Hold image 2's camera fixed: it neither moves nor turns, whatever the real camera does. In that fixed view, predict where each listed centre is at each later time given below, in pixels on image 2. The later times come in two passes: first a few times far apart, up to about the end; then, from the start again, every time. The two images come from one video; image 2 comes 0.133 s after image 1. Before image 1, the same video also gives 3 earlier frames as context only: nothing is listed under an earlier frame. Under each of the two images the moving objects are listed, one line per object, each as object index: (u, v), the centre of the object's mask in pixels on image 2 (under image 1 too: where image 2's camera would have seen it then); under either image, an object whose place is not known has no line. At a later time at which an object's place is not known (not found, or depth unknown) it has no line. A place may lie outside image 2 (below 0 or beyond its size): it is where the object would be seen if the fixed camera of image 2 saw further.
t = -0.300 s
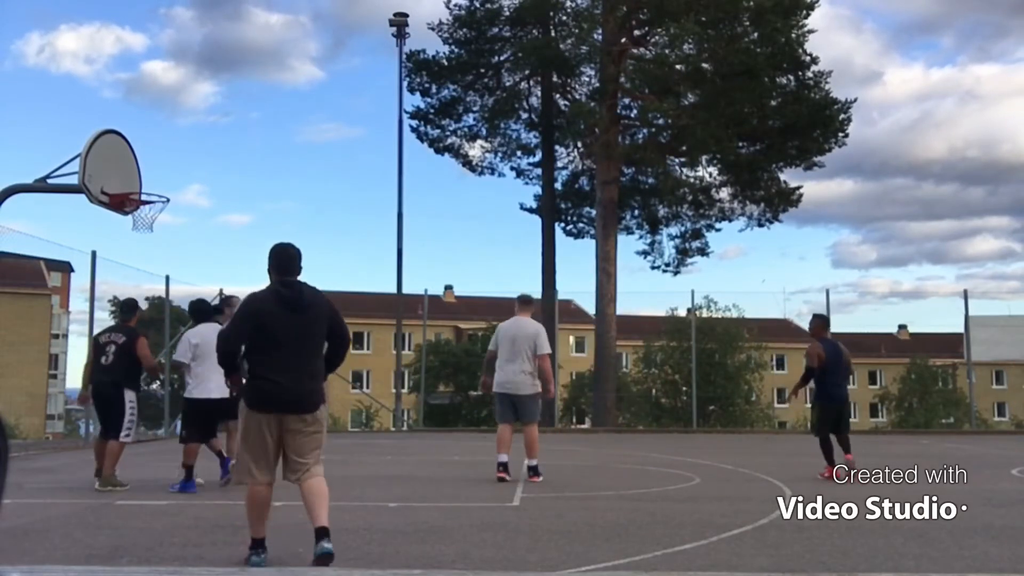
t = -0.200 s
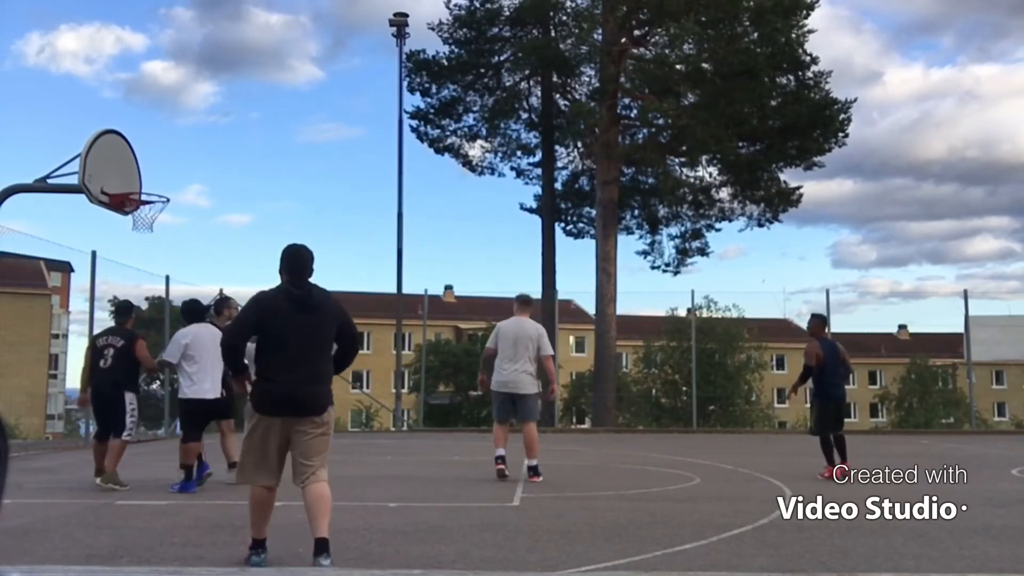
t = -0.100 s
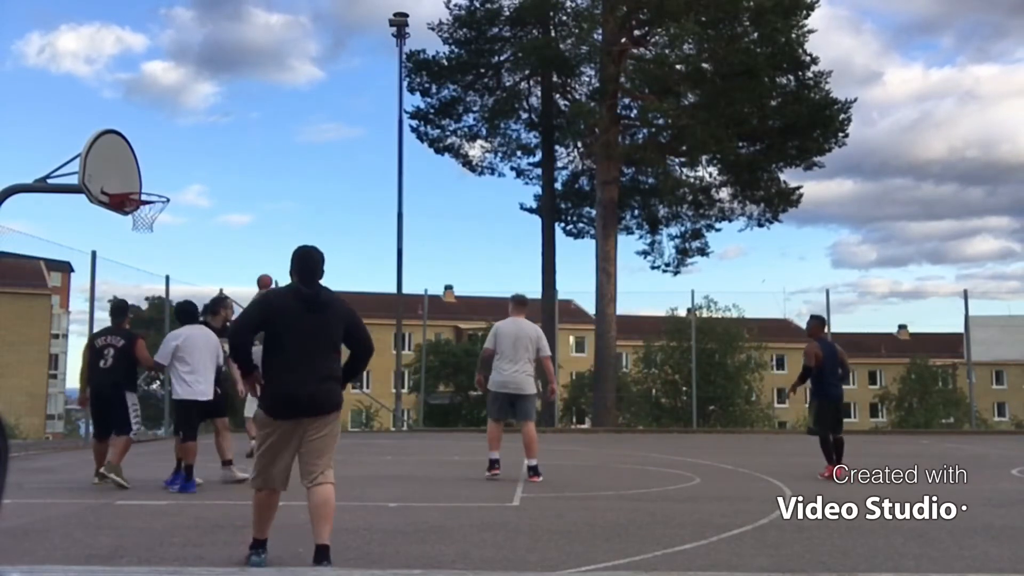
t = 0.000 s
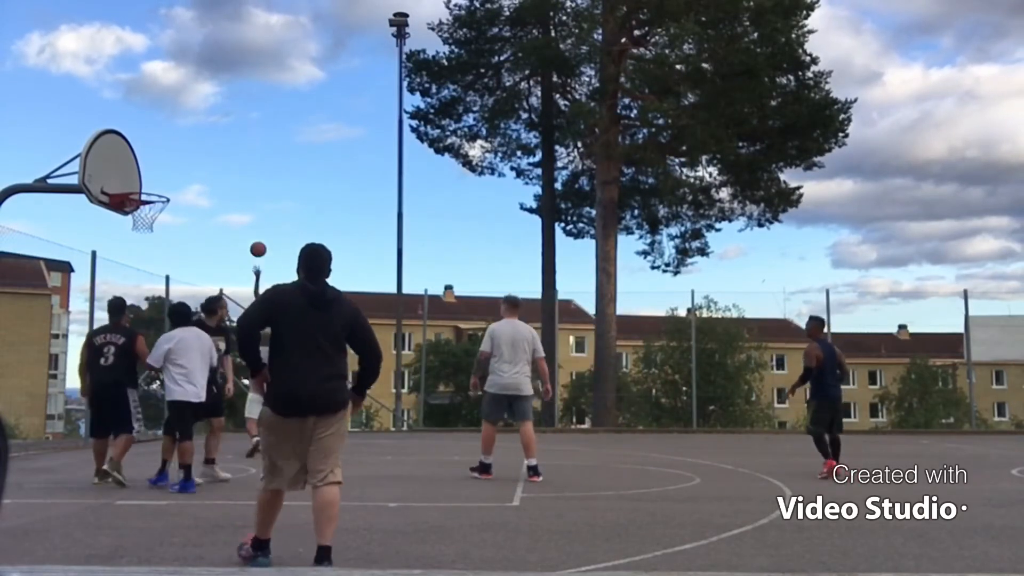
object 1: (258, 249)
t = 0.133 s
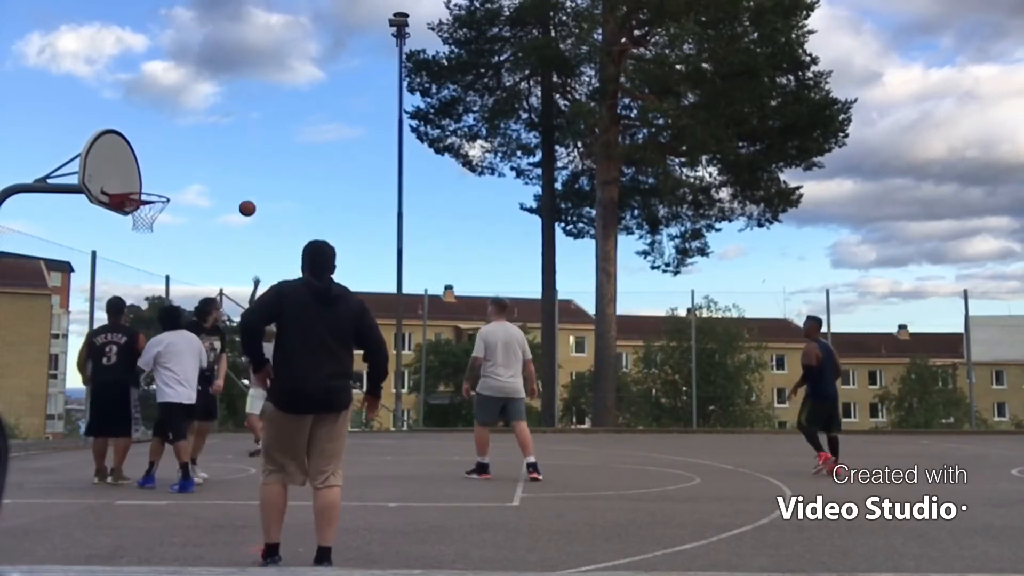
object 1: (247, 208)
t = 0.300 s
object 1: (232, 170)
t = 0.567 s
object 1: (203, 145)
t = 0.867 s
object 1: (163, 181)
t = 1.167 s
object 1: (144, 174)
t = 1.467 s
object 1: (162, 199)
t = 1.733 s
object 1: (185, 274)
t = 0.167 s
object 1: (244, 199)
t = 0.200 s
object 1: (241, 191)
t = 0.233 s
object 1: (238, 184)
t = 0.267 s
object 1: (235, 177)
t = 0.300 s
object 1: (232, 170)
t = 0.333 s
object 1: (229, 165)
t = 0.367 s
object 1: (225, 160)
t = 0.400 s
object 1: (222, 156)
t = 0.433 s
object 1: (218, 152)
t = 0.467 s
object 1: (215, 149)
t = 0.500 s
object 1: (211, 147)
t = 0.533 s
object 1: (207, 146)
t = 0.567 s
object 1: (203, 145)
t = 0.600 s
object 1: (199, 146)
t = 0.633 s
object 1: (195, 147)
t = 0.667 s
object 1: (191, 149)
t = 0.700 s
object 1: (187, 152)
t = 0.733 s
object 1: (182, 156)
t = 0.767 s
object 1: (177, 160)
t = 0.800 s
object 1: (173, 166)
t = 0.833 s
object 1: (168, 173)
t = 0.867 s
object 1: (163, 181)
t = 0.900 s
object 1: (157, 190)
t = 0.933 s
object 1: (152, 191)
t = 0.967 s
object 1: (147, 192)
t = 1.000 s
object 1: (143, 189)
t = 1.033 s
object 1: (143, 184)
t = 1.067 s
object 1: (144, 180)
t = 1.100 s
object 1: (144, 177)
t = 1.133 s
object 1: (144, 175)
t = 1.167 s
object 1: (144, 174)
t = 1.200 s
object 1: (144, 174)
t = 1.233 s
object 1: (144, 175)
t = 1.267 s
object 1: (144, 176)
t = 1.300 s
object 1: (144, 179)
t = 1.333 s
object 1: (147, 181)
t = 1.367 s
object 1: (151, 184)
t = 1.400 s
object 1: (155, 188)
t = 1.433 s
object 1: (158, 193)
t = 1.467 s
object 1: (162, 199)
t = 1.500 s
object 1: (165, 206)
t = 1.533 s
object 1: (168, 213)
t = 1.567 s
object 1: (171, 221)
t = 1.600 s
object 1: (174, 230)
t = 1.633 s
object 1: (176, 240)
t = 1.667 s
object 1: (180, 250)
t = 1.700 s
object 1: (182, 262)
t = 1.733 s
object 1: (185, 274)
